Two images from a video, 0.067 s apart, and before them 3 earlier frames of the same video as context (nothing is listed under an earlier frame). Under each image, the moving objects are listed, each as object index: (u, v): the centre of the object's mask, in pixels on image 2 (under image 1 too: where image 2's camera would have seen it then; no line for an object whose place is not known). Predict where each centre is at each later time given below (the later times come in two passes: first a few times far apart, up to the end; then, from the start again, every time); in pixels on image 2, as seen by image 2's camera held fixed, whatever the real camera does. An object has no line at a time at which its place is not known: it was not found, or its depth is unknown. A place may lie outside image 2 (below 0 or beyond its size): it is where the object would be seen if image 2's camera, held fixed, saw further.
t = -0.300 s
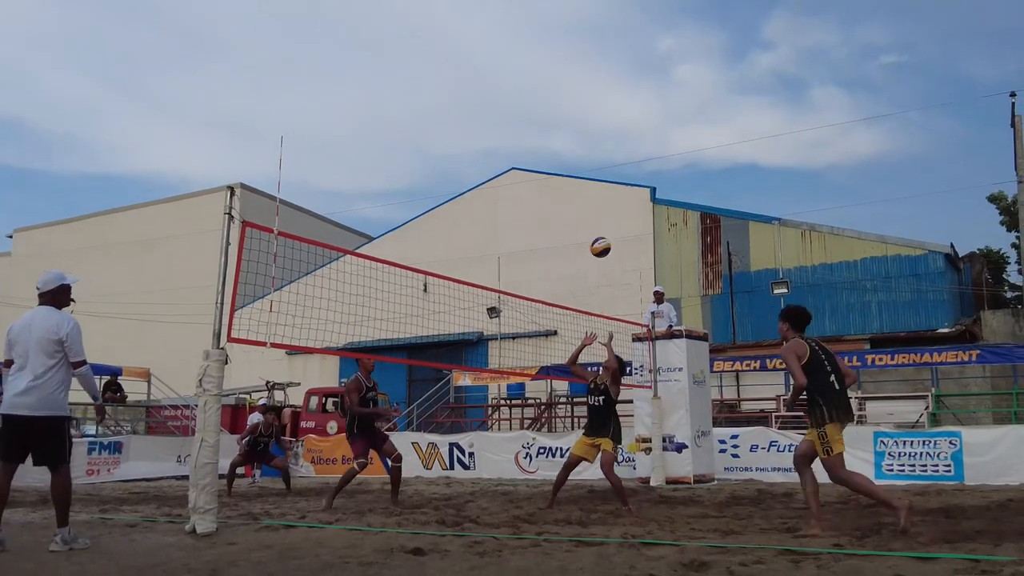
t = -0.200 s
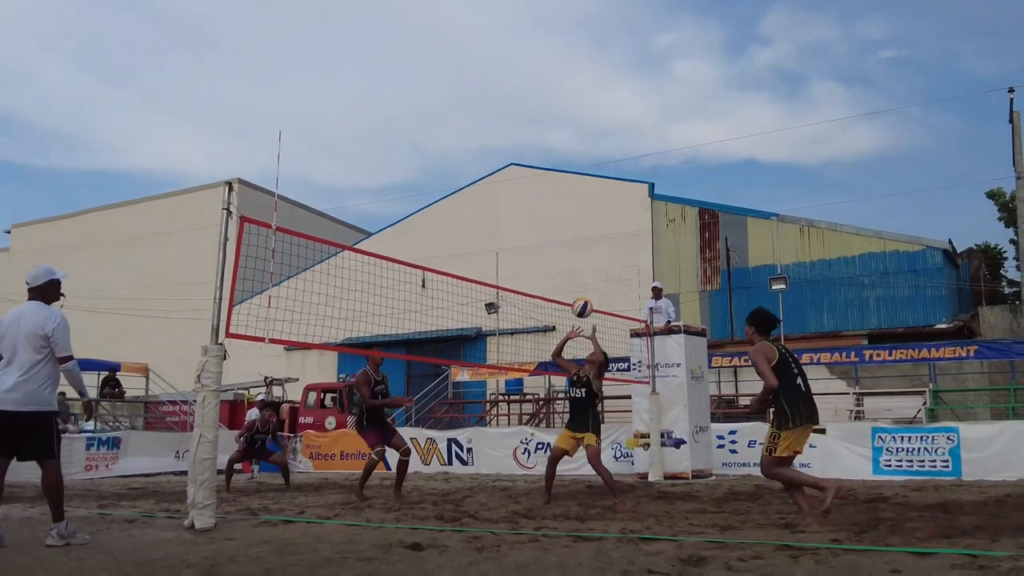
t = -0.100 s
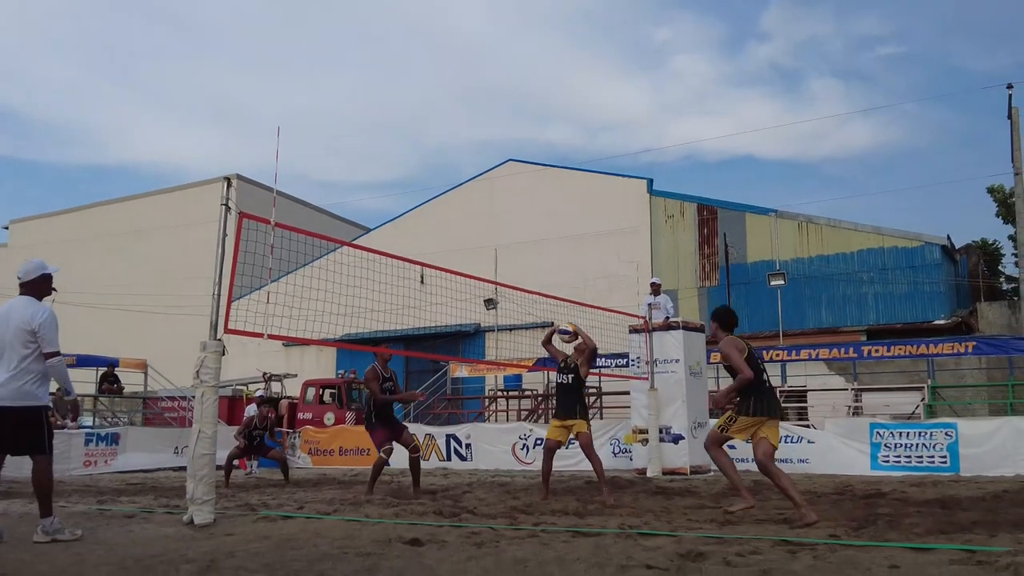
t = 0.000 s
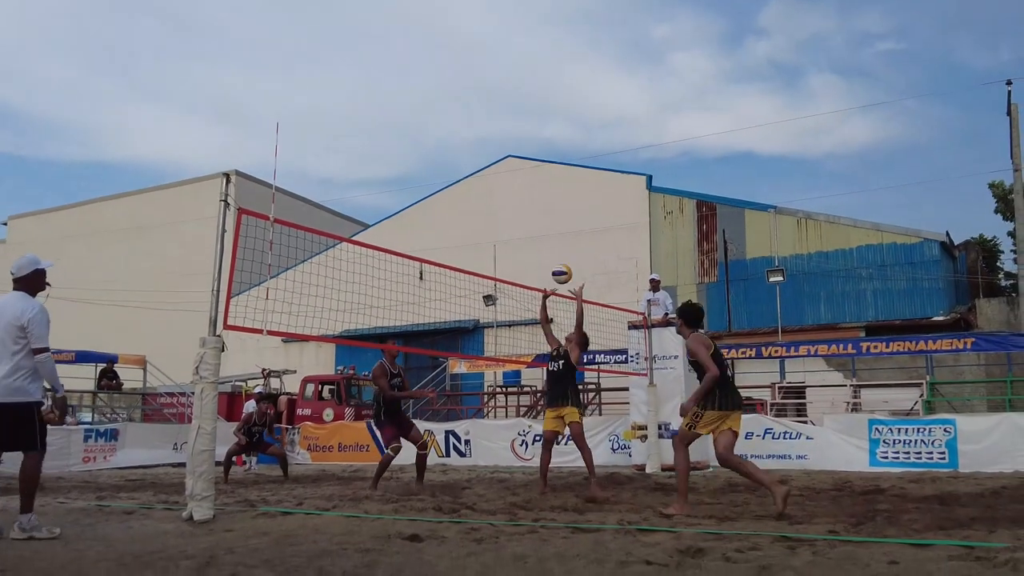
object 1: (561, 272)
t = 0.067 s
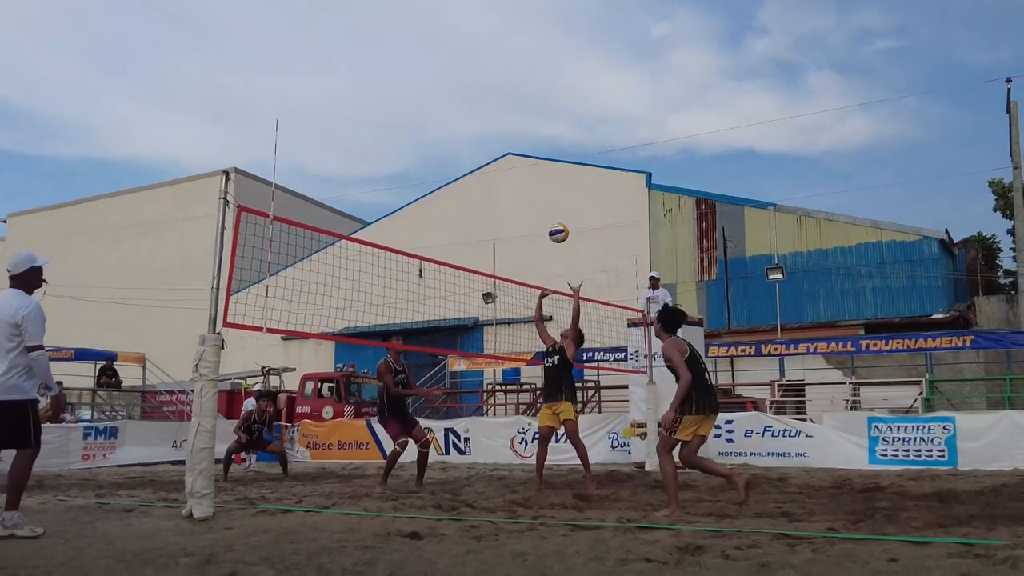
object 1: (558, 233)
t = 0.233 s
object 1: (552, 156)
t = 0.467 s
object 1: (542, 95)
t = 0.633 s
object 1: (536, 81)
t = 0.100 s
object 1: (557, 215)
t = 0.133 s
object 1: (555, 199)
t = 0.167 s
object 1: (554, 184)
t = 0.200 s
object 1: (553, 170)
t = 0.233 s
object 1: (552, 156)
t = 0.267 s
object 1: (550, 145)
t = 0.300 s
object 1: (549, 134)
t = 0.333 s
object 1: (547, 124)
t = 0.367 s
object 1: (546, 115)
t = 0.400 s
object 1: (545, 107)
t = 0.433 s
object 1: (544, 101)
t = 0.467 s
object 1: (542, 95)
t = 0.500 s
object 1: (541, 90)
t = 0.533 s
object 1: (540, 87)
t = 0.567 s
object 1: (538, 84)
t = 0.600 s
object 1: (537, 82)
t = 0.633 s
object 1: (536, 81)
